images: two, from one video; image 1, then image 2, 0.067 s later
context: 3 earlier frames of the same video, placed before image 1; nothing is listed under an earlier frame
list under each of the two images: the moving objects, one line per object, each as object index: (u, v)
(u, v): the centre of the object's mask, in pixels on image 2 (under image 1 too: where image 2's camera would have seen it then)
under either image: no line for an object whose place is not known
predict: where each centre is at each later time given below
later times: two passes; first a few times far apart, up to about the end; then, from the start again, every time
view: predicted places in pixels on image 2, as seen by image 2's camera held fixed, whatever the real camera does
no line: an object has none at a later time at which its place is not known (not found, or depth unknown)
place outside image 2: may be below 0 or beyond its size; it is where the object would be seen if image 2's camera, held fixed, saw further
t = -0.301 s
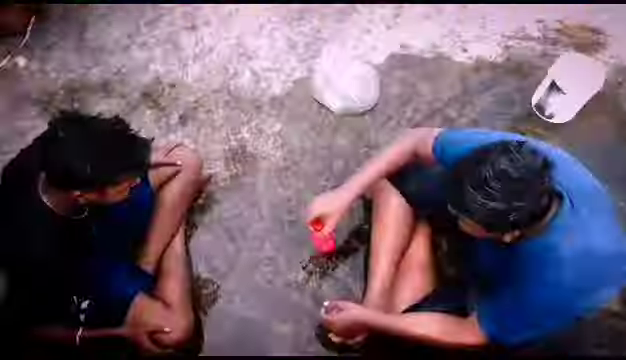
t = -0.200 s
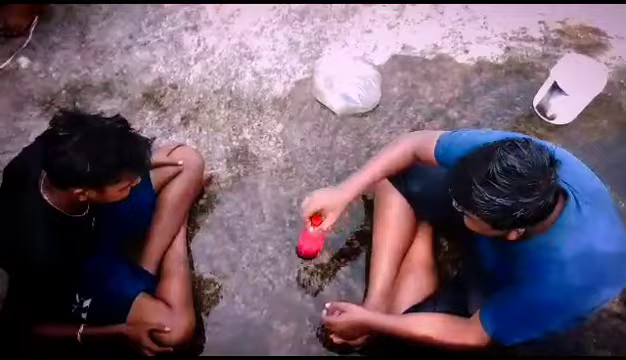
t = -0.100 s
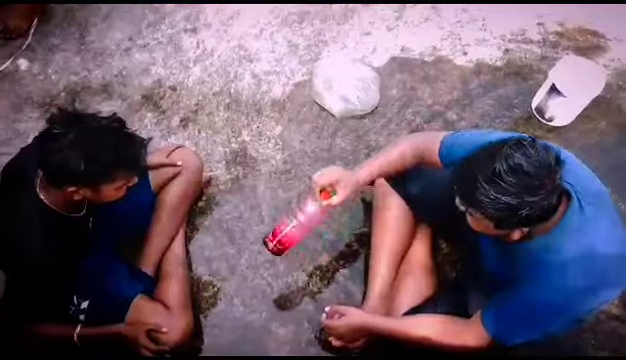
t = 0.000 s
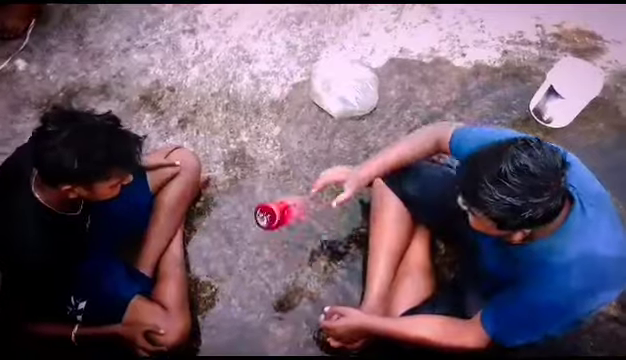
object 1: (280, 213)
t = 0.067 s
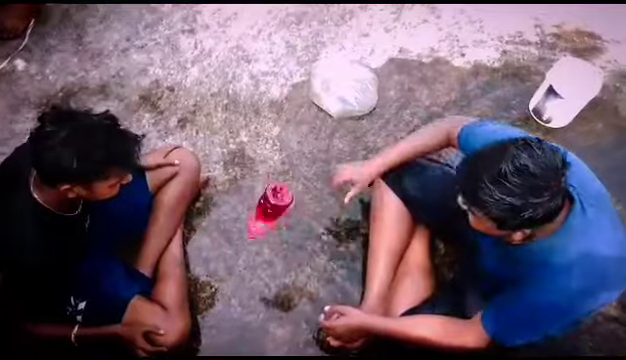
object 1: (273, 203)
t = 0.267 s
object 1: (271, 217)
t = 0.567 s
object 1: (301, 234)
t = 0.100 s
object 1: (262, 214)
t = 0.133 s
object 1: (259, 214)
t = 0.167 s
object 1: (260, 213)
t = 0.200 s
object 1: (265, 209)
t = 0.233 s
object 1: (268, 213)
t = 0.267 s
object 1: (271, 217)
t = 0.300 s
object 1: (275, 223)
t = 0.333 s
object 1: (276, 231)
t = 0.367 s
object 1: (278, 240)
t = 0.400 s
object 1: (283, 240)
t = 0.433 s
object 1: (290, 238)
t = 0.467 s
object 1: (295, 236)
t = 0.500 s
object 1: (297, 235)
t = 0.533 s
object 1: (299, 234)
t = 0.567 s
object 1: (301, 234)
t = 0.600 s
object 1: (301, 234)
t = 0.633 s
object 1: (302, 235)
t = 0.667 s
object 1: (302, 235)
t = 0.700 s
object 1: (302, 235)
